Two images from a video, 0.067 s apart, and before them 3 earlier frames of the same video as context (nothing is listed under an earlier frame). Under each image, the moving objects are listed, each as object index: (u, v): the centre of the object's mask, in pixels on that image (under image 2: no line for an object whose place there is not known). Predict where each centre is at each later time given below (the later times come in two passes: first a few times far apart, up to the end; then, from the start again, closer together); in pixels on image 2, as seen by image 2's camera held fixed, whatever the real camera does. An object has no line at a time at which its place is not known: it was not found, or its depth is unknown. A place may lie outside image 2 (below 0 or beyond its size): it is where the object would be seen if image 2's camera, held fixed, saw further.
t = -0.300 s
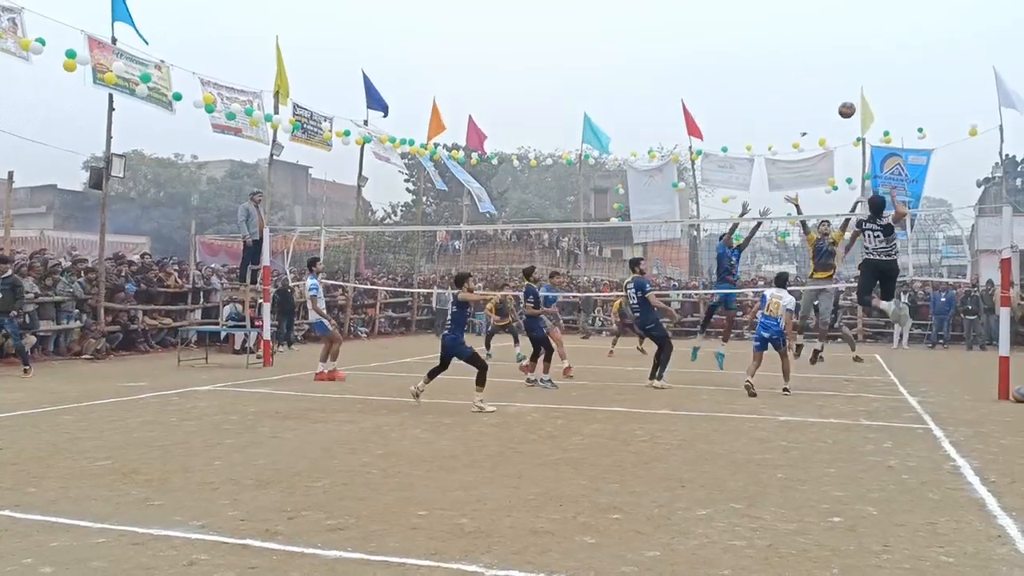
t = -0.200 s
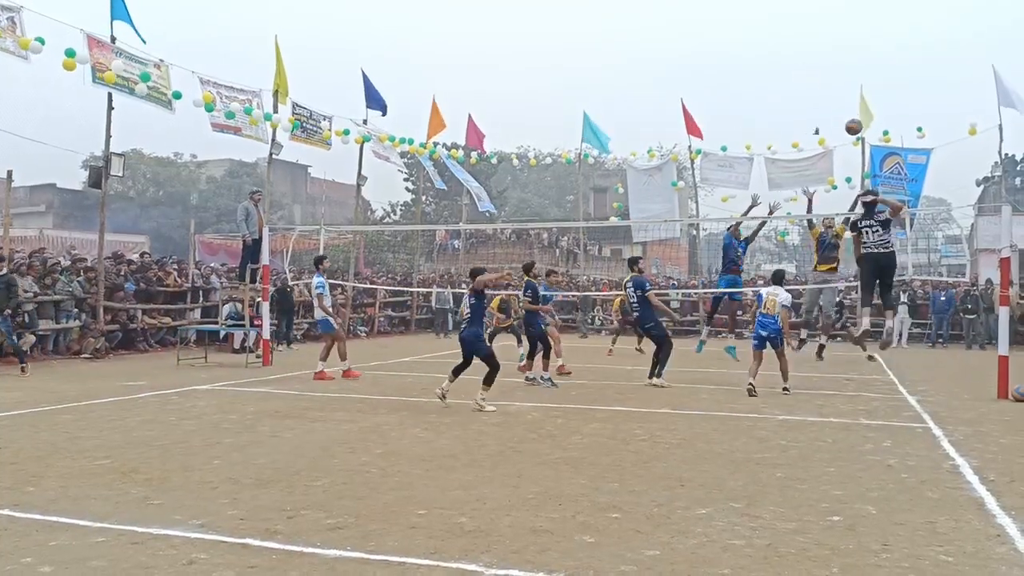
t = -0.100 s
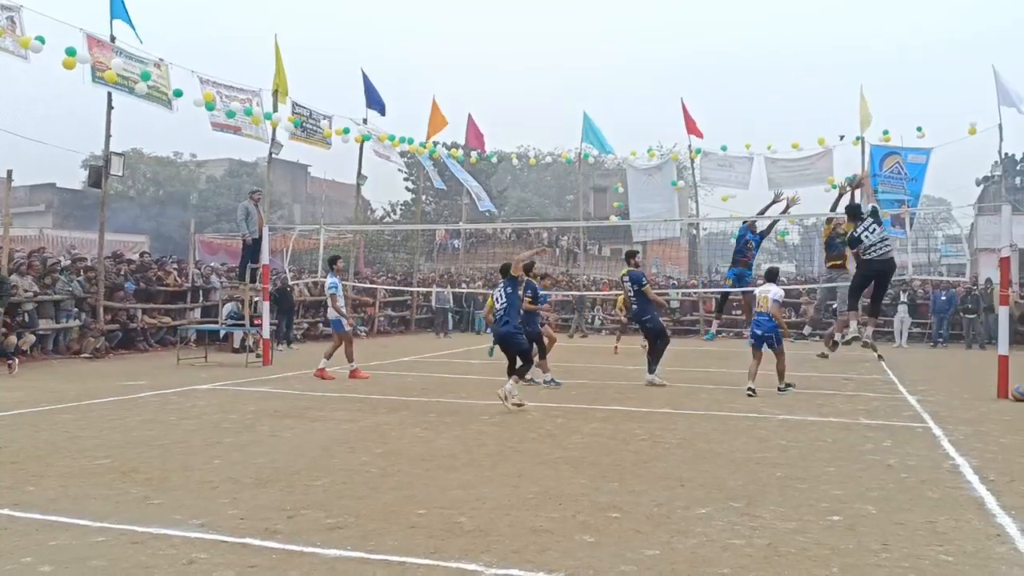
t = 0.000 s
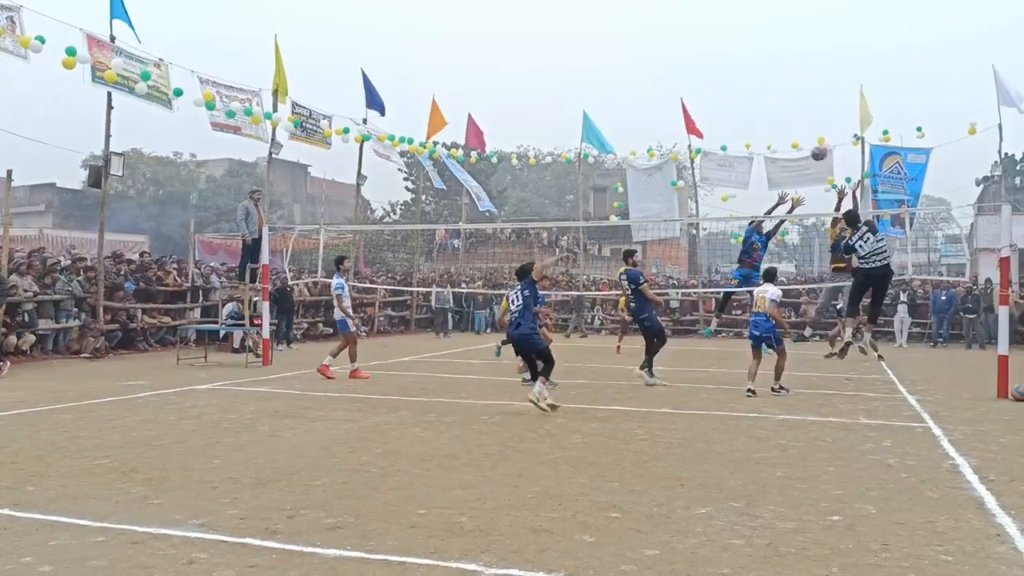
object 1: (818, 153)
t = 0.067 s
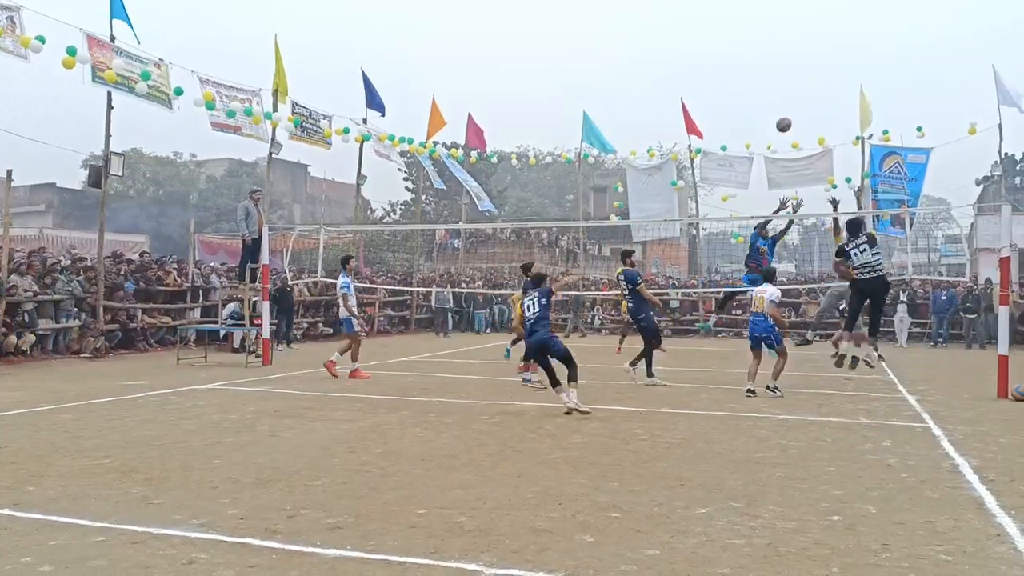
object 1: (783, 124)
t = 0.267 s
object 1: (686, 67)
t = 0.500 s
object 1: (588, 43)
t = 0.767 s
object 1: (493, 64)
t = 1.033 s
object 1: (414, 126)
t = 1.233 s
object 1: (365, 195)
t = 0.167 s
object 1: (733, 91)
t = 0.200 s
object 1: (718, 82)
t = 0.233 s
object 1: (702, 74)
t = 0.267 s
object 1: (686, 67)
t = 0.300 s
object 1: (671, 61)
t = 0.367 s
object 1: (642, 51)
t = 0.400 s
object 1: (628, 48)
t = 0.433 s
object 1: (615, 46)
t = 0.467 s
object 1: (601, 44)
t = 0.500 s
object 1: (588, 43)
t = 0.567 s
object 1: (562, 44)
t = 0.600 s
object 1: (550, 46)
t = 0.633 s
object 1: (538, 48)
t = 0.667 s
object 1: (526, 51)
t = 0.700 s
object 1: (515, 55)
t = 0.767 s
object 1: (493, 64)
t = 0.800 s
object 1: (482, 70)
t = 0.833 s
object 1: (472, 76)
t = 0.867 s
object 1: (462, 83)
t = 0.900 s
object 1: (452, 90)
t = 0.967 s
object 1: (433, 107)
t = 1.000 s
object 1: (424, 116)
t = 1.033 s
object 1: (414, 126)
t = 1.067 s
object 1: (406, 136)
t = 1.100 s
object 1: (397, 148)
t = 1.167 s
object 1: (381, 170)
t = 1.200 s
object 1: (372, 182)
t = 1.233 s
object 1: (365, 195)
